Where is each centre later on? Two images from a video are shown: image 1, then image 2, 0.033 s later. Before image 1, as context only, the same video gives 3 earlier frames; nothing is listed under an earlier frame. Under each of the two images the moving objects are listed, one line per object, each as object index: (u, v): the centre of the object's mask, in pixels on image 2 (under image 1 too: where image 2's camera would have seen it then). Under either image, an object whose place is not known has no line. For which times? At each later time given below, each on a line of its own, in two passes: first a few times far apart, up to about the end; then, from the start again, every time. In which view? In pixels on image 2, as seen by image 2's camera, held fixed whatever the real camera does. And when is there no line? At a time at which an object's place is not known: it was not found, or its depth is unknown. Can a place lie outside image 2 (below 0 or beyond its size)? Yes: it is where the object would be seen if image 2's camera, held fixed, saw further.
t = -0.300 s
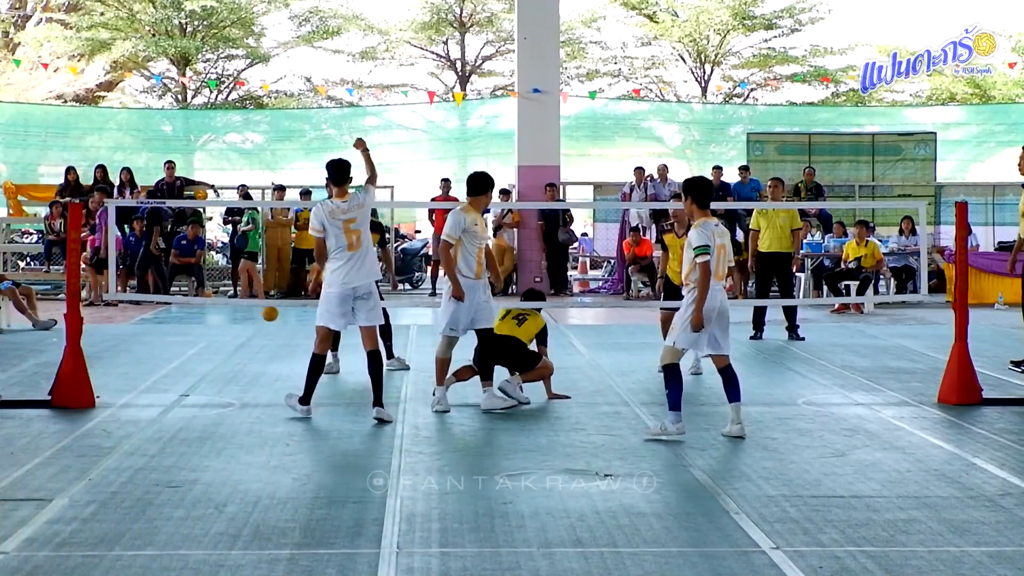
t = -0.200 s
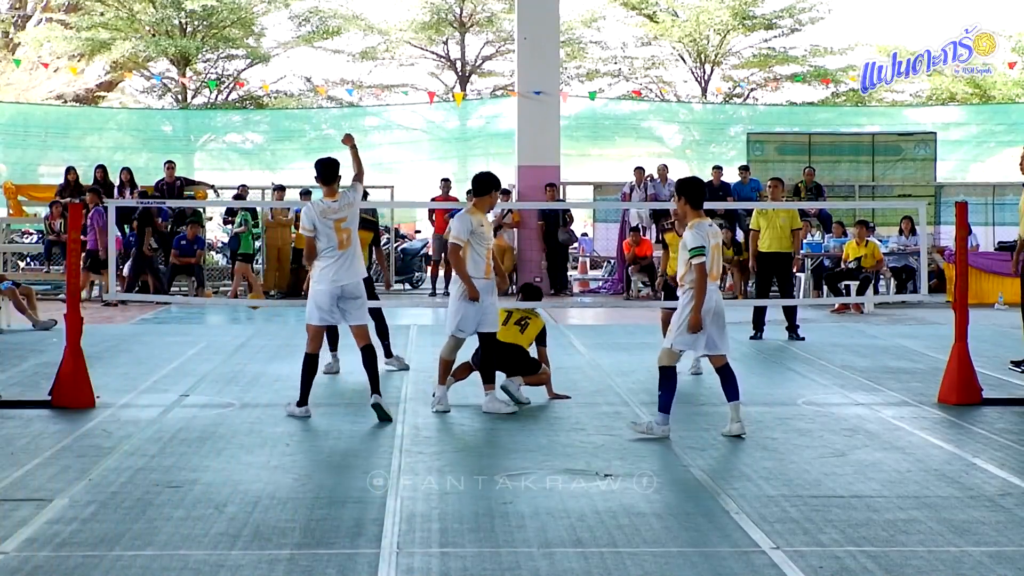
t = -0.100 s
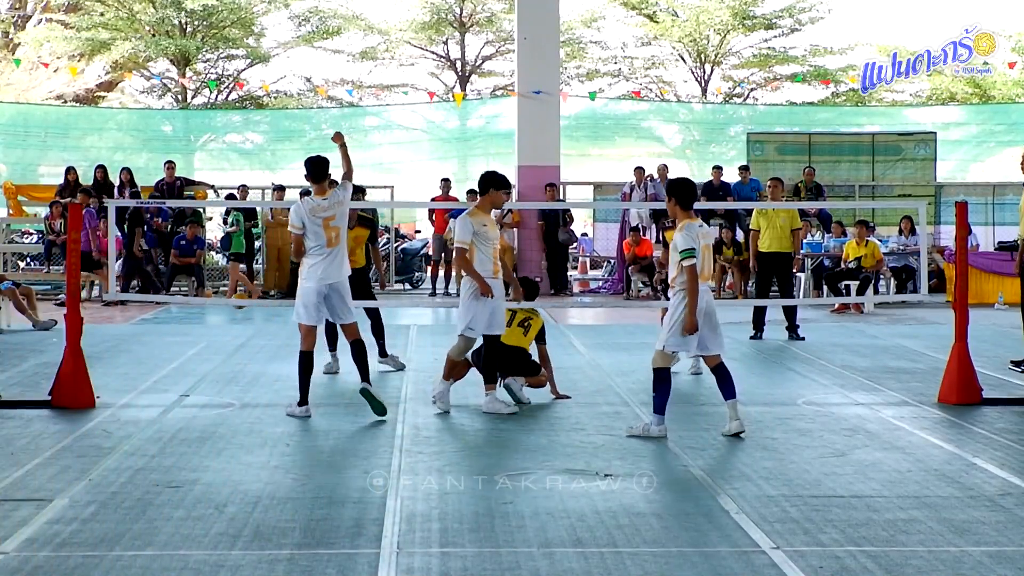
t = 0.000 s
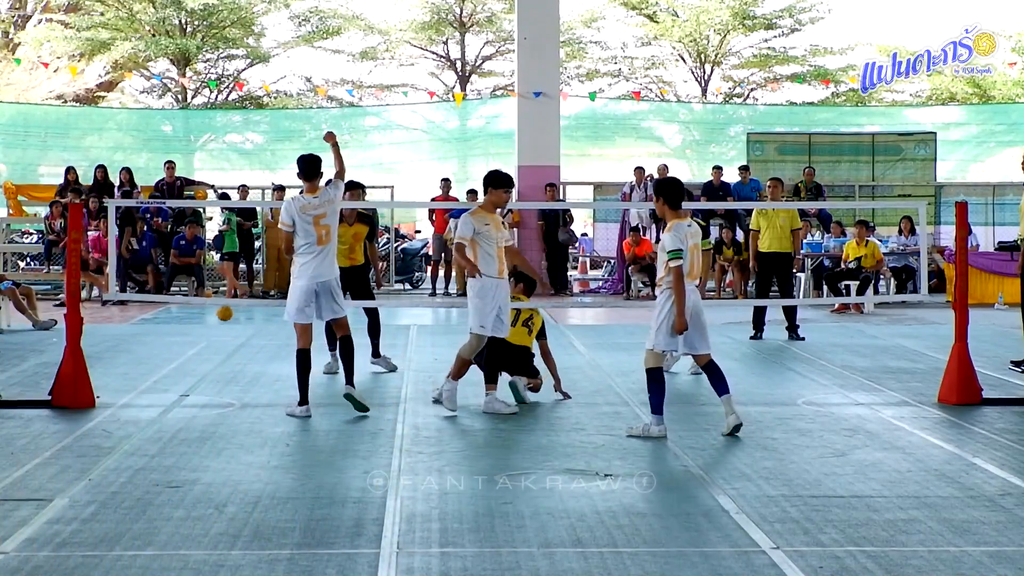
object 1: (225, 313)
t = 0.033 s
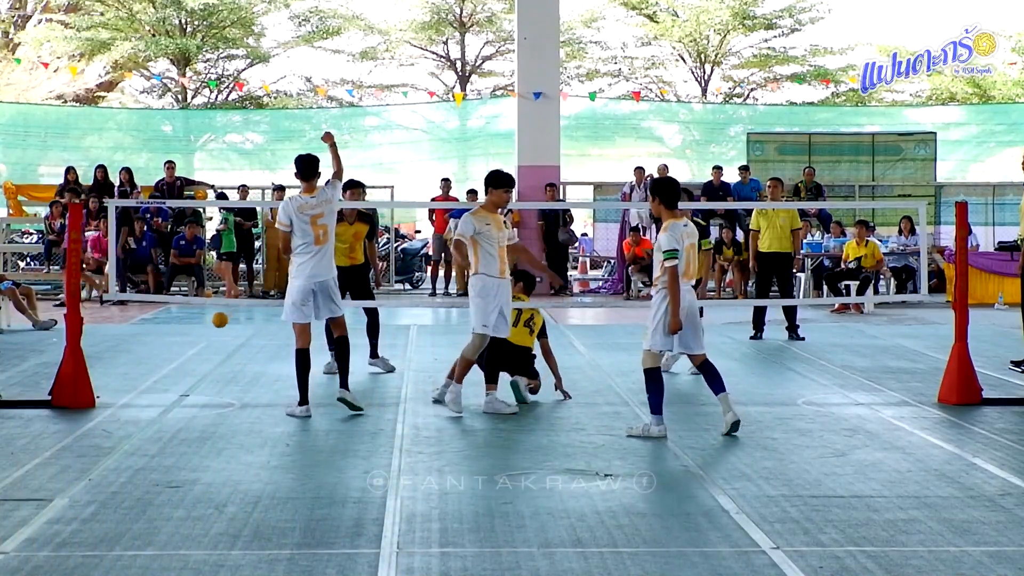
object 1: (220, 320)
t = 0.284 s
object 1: (186, 364)
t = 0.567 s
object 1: (150, 342)
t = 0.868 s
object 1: (115, 359)
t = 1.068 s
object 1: (95, 367)
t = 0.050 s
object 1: (217, 324)
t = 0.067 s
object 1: (215, 328)
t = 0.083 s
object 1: (213, 332)
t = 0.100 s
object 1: (210, 337)
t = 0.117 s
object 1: (208, 342)
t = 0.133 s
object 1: (206, 348)
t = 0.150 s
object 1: (203, 354)
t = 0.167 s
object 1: (201, 360)
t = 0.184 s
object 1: (199, 366)
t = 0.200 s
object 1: (196, 373)
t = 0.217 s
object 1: (194, 380)
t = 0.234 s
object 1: (192, 378)
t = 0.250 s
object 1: (190, 373)
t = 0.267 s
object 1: (188, 368)
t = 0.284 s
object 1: (186, 364)
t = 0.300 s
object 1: (183, 360)
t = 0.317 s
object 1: (181, 356)
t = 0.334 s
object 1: (179, 353)
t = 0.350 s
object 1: (177, 350)
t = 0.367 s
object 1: (175, 348)
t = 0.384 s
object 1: (173, 345)
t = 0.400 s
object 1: (170, 343)
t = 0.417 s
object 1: (168, 342)
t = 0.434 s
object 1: (166, 340)
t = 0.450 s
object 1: (164, 339)
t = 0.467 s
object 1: (162, 339)
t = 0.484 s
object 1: (160, 339)
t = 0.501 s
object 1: (158, 339)
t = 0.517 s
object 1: (156, 339)
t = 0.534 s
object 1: (154, 340)
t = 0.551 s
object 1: (152, 341)
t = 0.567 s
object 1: (150, 342)
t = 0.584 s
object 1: (148, 344)
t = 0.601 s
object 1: (145, 346)
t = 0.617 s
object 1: (143, 348)
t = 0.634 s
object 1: (141, 351)
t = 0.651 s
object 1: (139, 354)
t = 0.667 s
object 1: (137, 357)
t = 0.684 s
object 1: (135, 361)
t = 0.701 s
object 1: (133, 365)
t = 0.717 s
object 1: (131, 369)
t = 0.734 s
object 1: (129, 374)
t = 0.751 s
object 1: (127, 376)
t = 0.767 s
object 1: (126, 373)
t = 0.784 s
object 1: (124, 369)
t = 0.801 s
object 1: (122, 367)
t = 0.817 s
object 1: (120, 364)
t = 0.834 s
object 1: (119, 362)
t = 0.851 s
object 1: (117, 360)
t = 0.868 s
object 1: (115, 359)
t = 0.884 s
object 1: (114, 358)
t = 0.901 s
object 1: (112, 357)
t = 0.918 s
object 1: (110, 357)
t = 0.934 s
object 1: (108, 357)
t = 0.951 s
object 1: (107, 357)
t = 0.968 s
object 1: (105, 357)
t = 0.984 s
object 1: (103, 358)
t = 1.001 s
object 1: (102, 359)
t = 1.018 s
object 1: (100, 360)
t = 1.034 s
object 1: (98, 362)
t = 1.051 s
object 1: (97, 364)
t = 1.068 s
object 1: (95, 367)
